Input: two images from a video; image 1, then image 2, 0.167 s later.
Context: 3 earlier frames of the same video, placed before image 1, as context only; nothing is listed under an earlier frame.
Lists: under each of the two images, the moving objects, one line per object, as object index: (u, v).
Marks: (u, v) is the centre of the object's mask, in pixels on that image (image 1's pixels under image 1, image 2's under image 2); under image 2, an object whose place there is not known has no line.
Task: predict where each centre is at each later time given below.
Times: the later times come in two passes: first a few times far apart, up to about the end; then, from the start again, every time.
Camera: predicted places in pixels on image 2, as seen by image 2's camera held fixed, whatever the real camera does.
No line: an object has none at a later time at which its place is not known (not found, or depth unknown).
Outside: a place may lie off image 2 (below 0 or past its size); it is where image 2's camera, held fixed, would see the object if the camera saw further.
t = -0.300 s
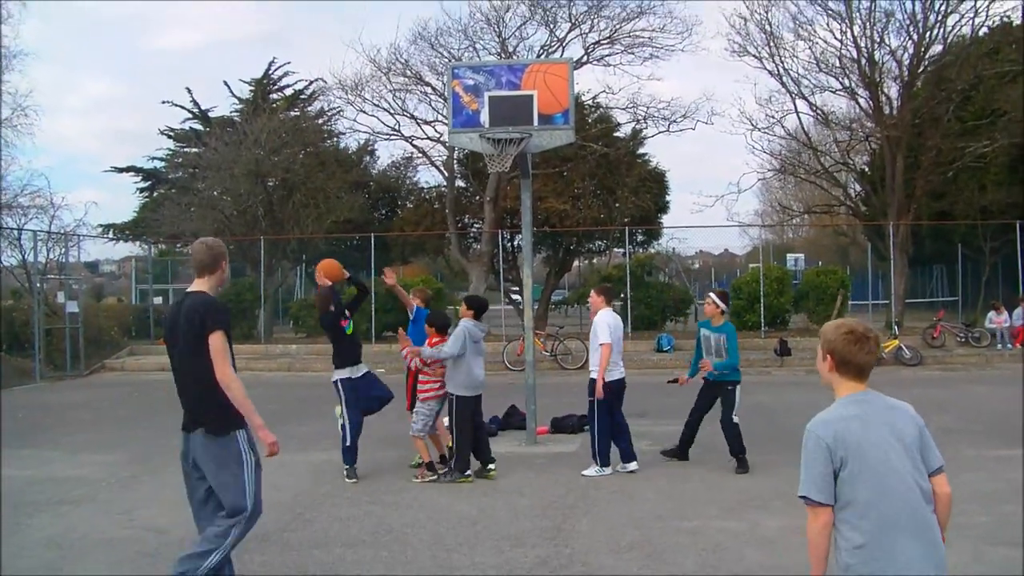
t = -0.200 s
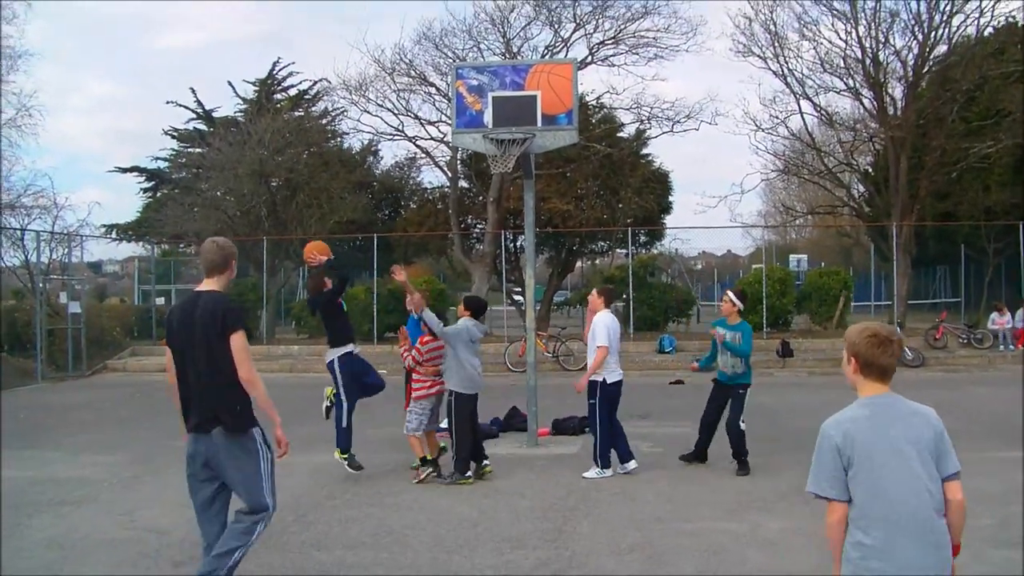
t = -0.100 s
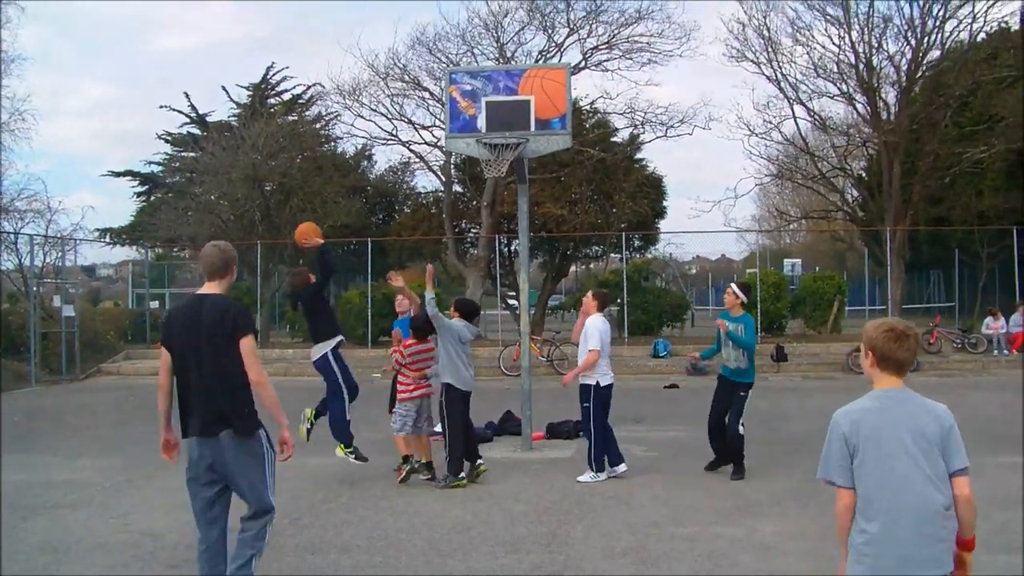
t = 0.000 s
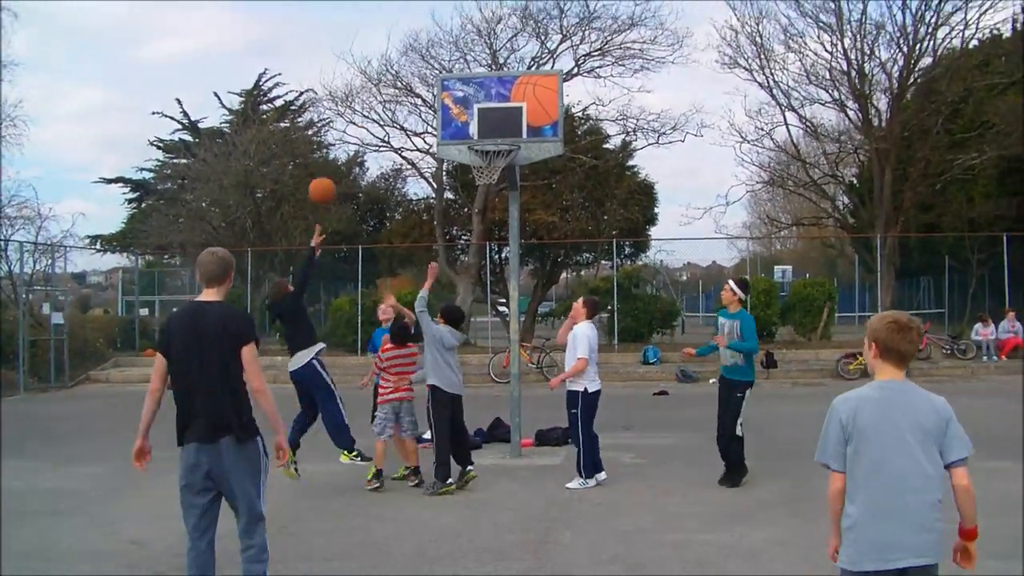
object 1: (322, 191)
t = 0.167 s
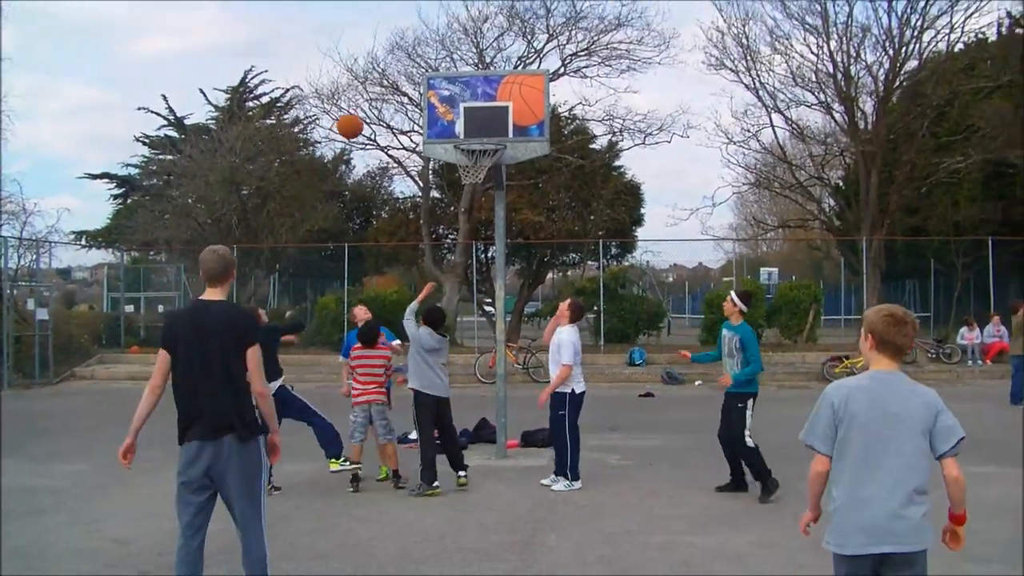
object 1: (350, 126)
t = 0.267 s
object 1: (373, 104)
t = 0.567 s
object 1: (443, 102)
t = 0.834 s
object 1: (484, 141)
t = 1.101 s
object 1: (488, 159)
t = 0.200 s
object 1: (358, 117)
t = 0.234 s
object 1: (367, 111)
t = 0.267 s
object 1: (373, 104)
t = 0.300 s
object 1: (381, 99)
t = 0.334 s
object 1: (390, 97)
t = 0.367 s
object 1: (397, 94)
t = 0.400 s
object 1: (405, 90)
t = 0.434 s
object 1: (413, 91)
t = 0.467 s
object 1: (421, 93)
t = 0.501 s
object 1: (428, 93)
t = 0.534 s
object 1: (435, 97)
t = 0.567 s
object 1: (443, 102)
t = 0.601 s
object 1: (451, 107)
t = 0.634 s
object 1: (458, 114)
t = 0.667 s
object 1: (466, 122)
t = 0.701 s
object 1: (472, 129)
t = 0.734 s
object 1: (475, 133)
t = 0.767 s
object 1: (478, 139)
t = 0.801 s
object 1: (481, 140)
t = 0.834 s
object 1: (484, 141)
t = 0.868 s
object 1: (486, 142)
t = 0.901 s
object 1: (482, 143)
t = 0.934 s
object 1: (475, 144)
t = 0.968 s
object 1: (469, 145)
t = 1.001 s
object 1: (471, 150)
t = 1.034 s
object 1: (477, 152)
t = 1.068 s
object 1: (482, 155)
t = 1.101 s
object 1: (488, 159)
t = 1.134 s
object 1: (487, 163)
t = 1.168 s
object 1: (487, 168)
